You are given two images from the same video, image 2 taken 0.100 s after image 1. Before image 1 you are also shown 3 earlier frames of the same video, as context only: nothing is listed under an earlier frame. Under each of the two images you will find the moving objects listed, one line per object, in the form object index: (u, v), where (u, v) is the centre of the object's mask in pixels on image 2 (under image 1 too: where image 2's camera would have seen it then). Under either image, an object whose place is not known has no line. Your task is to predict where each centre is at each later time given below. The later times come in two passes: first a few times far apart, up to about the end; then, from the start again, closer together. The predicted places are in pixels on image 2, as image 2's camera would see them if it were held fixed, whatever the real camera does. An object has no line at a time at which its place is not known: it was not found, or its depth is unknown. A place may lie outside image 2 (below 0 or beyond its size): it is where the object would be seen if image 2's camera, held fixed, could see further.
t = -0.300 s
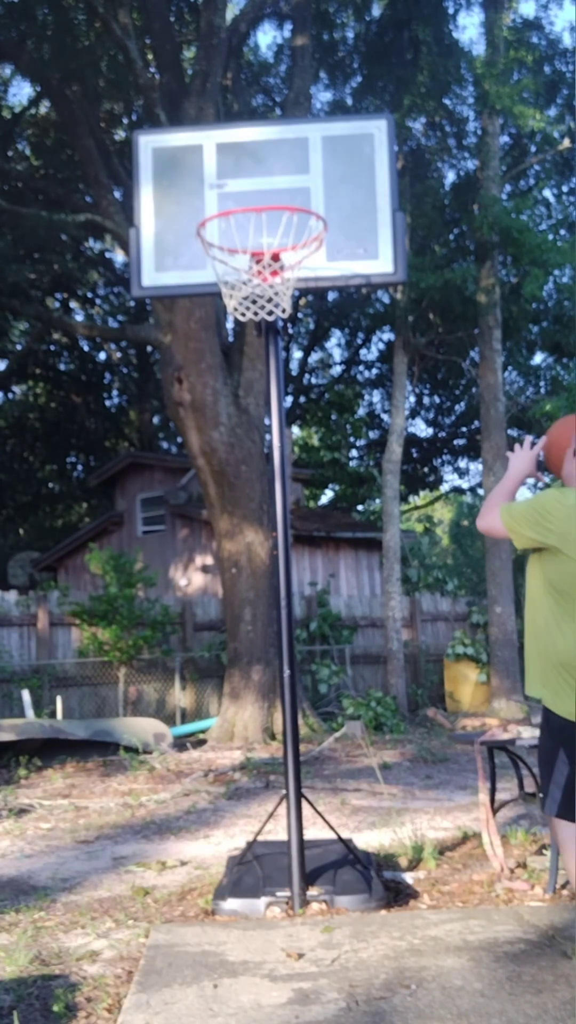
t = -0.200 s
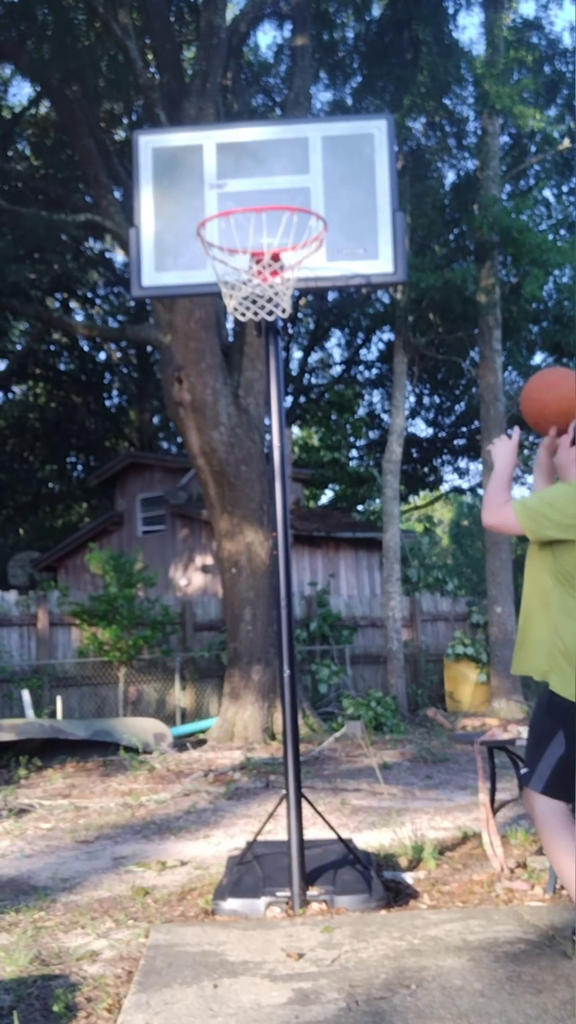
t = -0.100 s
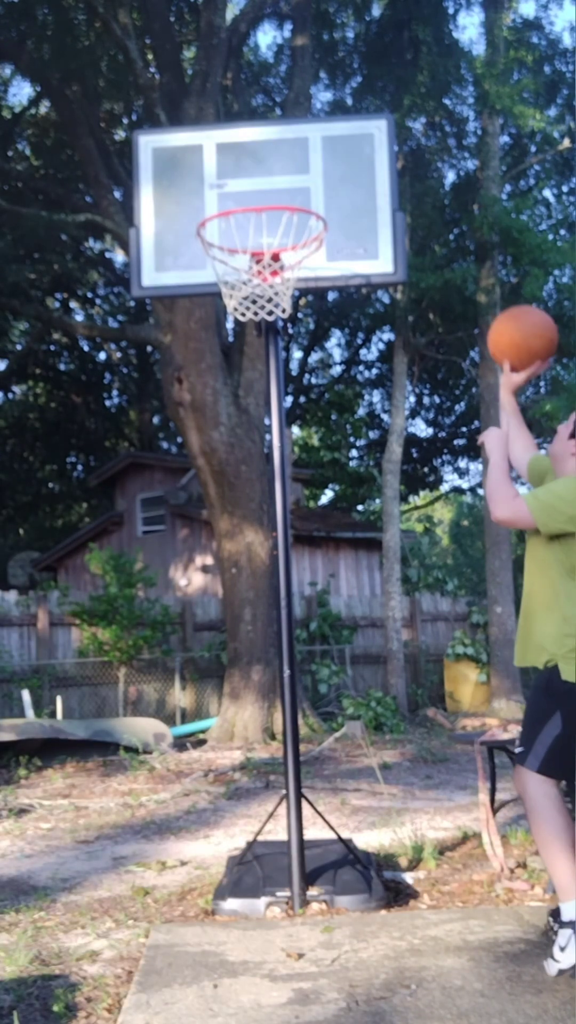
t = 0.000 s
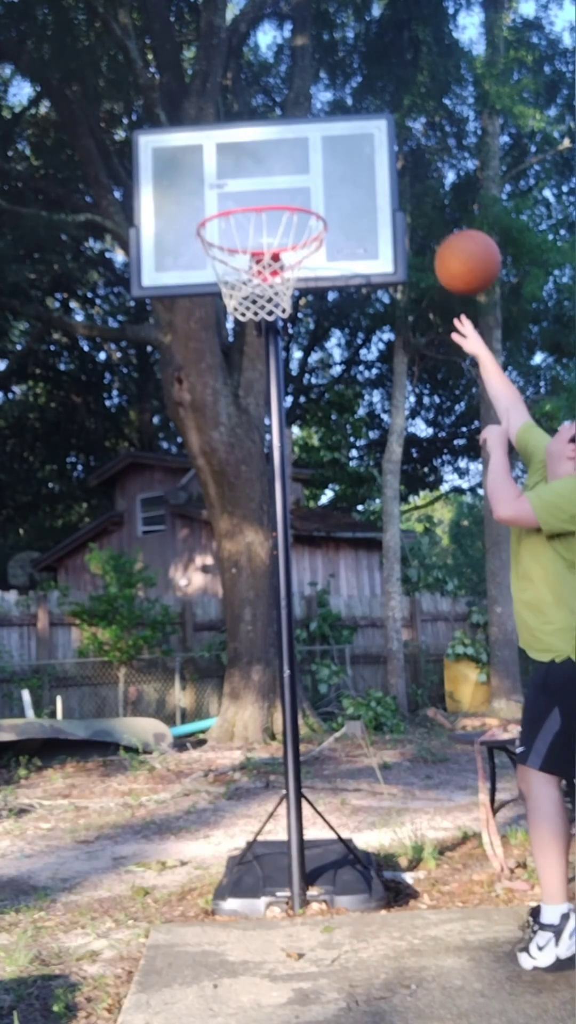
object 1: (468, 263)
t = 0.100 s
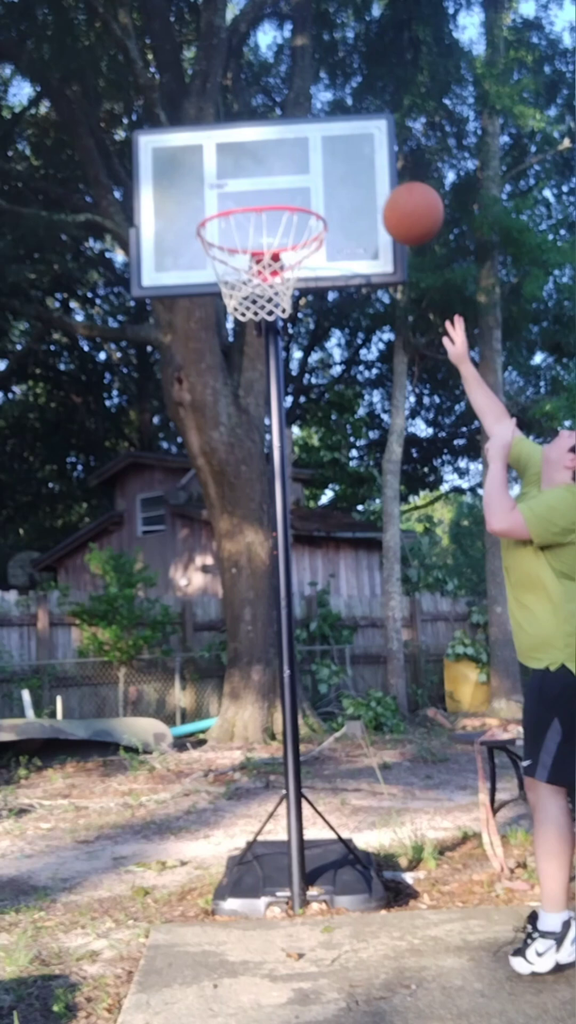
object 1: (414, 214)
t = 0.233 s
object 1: (350, 190)
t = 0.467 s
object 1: (279, 208)
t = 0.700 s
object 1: (233, 328)
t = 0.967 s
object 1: (228, 591)
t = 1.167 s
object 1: (224, 917)
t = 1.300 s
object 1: (223, 763)
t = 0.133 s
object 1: (397, 204)
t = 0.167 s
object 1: (380, 197)
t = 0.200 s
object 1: (363, 193)
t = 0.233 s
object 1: (350, 190)
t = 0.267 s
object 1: (340, 185)
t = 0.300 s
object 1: (330, 182)
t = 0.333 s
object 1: (320, 182)
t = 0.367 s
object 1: (310, 184)
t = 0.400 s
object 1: (300, 186)
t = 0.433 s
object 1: (289, 197)
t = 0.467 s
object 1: (279, 208)
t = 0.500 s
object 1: (268, 222)
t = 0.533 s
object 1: (259, 238)
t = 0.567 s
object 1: (249, 256)
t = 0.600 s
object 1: (240, 277)
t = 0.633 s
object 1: (236, 291)
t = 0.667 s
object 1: (234, 310)
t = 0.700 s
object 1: (233, 328)
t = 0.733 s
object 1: (232, 351)
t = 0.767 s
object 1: (231, 375)
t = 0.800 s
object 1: (230, 404)
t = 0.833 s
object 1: (230, 436)
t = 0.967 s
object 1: (228, 591)
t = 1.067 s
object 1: (226, 739)
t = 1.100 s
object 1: (224, 794)
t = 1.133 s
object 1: (225, 855)
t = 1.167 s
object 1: (224, 917)
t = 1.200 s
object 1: (225, 907)
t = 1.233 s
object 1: (225, 856)
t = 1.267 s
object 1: (223, 806)
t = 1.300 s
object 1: (223, 763)
